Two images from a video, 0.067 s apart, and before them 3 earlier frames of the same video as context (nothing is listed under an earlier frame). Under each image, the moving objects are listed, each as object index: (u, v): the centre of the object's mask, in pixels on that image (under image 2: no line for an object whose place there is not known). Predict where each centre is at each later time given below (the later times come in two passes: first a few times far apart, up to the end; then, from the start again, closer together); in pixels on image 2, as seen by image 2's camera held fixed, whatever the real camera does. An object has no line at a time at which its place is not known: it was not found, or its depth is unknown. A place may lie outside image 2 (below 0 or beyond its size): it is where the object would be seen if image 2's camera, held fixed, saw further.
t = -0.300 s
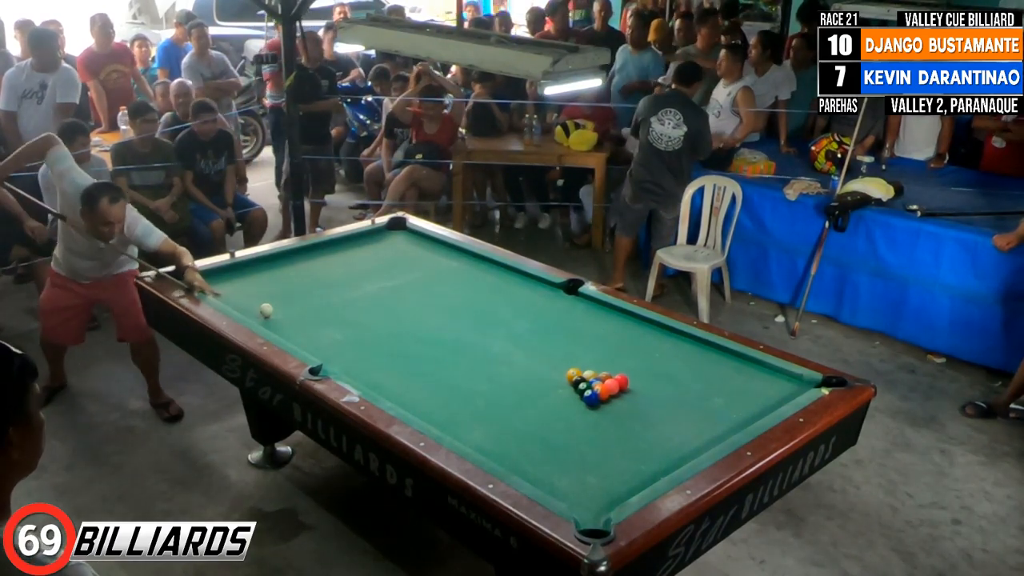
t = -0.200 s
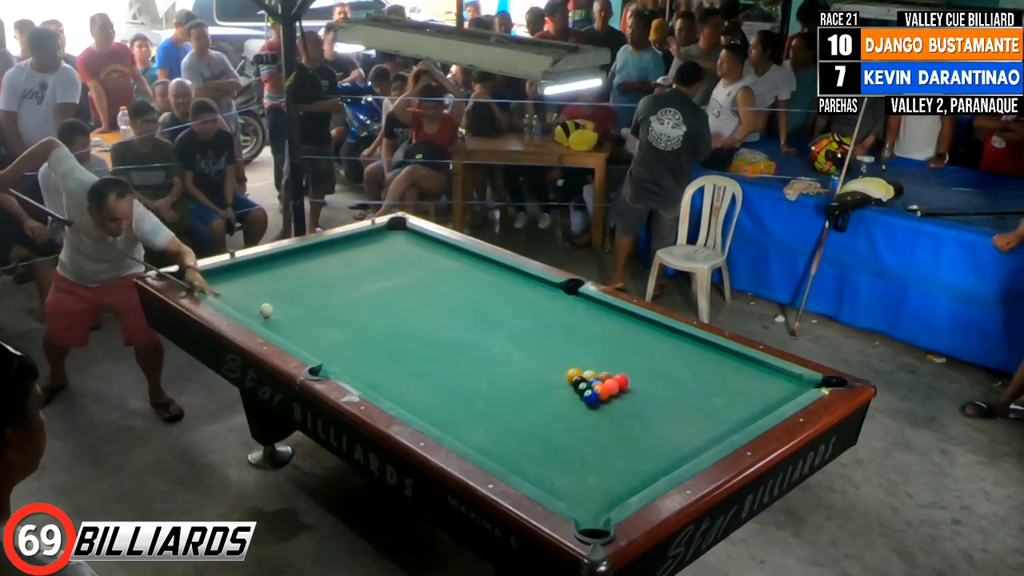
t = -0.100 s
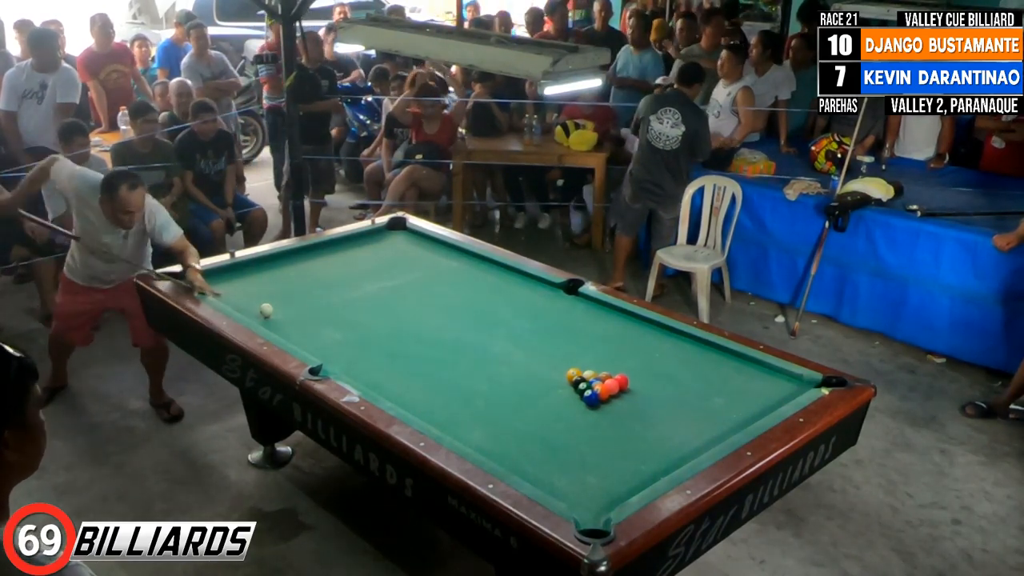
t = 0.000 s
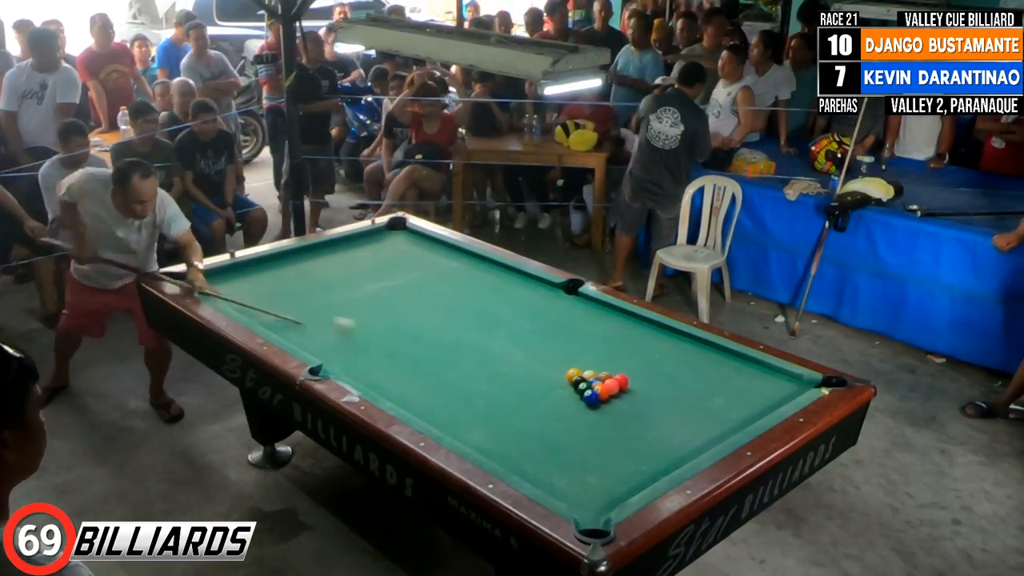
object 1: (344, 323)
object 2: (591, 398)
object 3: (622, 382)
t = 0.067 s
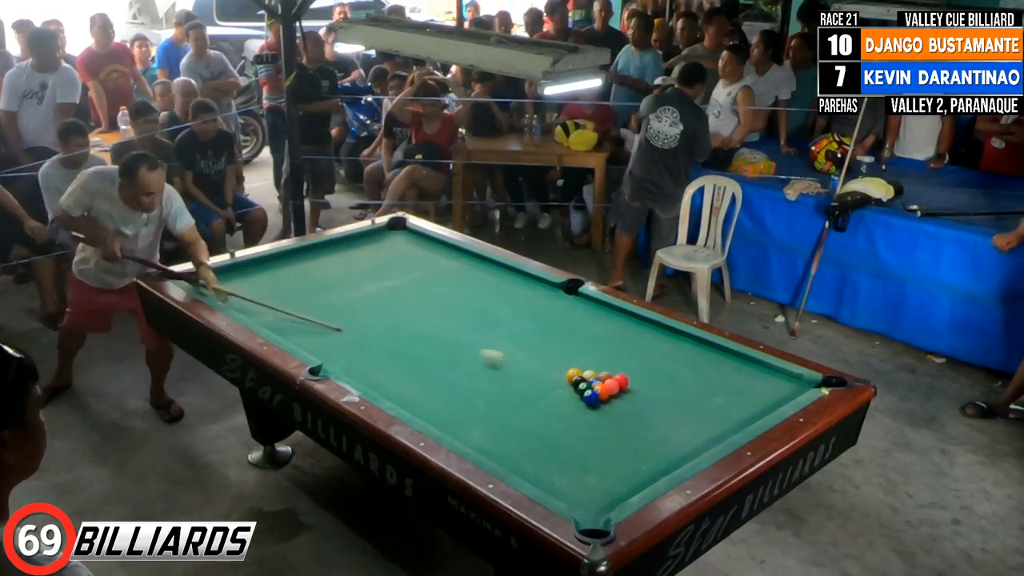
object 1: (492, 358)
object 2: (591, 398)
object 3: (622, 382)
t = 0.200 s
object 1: (544, 356)
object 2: (624, 444)
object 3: (785, 398)
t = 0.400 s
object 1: (524, 350)
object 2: (592, 472)
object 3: (679, 343)
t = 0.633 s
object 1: (514, 340)
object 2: (488, 451)
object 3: (607, 310)
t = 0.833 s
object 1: (507, 332)
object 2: (452, 421)
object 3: (554, 303)
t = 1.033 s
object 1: (483, 329)
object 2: (420, 412)
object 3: (502, 296)
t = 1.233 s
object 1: (460, 326)
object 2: (402, 397)
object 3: (453, 288)
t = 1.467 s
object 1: (432, 323)
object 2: (386, 379)
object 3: (398, 281)
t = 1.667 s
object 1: (410, 321)
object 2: (372, 365)
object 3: (353, 274)
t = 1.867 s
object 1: (389, 319)
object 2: (361, 352)
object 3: (310, 268)
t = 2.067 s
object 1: (369, 317)
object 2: (349, 341)
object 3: (269, 262)
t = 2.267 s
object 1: (350, 315)
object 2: (339, 329)
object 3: (242, 269)
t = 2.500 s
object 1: (328, 309)
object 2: (327, 316)
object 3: (215, 286)
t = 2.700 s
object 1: (310, 306)
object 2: (321, 314)
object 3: (228, 293)
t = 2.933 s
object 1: (290, 299)
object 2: (313, 310)
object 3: (242, 307)
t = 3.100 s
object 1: (277, 295)
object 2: (308, 308)
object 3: (255, 317)
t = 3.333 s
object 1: (260, 288)
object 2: (302, 304)
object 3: (277, 328)
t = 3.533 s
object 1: (245, 284)
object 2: (297, 301)
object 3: (297, 339)
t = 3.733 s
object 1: (231, 279)
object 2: (292, 299)
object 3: (318, 349)
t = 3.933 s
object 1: (219, 275)
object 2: (289, 296)
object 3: (337, 357)
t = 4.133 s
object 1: (209, 272)
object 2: (286, 294)
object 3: (359, 367)
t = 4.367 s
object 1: (213, 276)
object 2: (277, 294)
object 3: (384, 379)
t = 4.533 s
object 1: (216, 278)
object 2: (271, 293)
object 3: (403, 387)
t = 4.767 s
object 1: (220, 282)
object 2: (263, 293)
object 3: (429, 399)
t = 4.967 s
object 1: (223, 285)
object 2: (257, 292)
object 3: (452, 410)
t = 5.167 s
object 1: (225, 288)
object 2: (252, 292)
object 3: (475, 420)
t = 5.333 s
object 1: (227, 289)
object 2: (249, 291)
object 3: (495, 428)
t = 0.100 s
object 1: (559, 372)
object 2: (592, 399)
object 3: (630, 383)
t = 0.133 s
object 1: (554, 363)
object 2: (603, 415)
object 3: (683, 389)
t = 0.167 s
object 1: (549, 358)
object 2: (613, 430)
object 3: (738, 396)
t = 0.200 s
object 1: (544, 356)
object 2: (624, 444)
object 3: (785, 398)
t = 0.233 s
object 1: (539, 359)
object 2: (635, 460)
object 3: (770, 386)
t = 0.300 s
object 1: (531, 354)
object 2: (641, 481)
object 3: (739, 360)
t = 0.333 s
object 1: (528, 353)
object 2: (624, 478)
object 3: (722, 351)
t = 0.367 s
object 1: (526, 351)
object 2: (608, 475)
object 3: (700, 347)
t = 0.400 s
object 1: (524, 350)
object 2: (592, 472)
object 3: (679, 343)
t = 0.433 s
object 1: (522, 349)
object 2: (577, 469)
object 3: (659, 339)
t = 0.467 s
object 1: (521, 347)
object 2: (562, 466)
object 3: (645, 334)
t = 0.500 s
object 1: (520, 346)
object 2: (547, 463)
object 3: (641, 328)
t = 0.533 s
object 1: (518, 344)
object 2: (532, 460)
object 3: (637, 322)
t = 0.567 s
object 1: (517, 343)
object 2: (517, 457)
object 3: (632, 316)
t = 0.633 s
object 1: (514, 340)
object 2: (488, 451)
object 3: (607, 310)
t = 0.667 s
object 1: (513, 338)
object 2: (475, 446)
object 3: (598, 308)
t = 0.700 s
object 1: (512, 337)
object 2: (470, 441)
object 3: (590, 307)
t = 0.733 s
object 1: (510, 336)
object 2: (465, 437)
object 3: (581, 304)
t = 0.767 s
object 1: (509, 334)
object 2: (460, 432)
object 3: (570, 304)
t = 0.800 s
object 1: (508, 333)
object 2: (456, 427)
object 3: (563, 303)
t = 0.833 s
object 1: (507, 332)
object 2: (452, 421)
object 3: (554, 303)
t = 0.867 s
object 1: (506, 331)
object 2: (445, 420)
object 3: (545, 301)
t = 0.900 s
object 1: (501, 330)
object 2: (440, 420)
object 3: (536, 300)
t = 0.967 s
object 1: (492, 330)
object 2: (428, 417)
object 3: (519, 298)
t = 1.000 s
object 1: (488, 329)
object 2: (423, 415)
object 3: (511, 296)
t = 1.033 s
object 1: (483, 329)
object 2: (420, 412)
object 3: (502, 296)
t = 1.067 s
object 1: (480, 328)
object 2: (416, 410)
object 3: (494, 294)
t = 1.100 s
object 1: (475, 328)
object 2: (414, 407)
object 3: (486, 293)
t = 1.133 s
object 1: (471, 327)
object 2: (411, 405)
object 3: (478, 291)
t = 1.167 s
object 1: (467, 327)
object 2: (408, 403)
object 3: (469, 290)
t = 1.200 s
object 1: (463, 327)
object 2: (405, 400)
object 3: (461, 289)
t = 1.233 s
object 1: (460, 326)
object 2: (402, 397)
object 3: (453, 288)
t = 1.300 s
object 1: (452, 325)
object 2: (397, 392)
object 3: (437, 286)
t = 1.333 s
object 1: (448, 325)
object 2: (395, 390)
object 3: (429, 285)
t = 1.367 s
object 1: (444, 325)
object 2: (393, 387)
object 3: (421, 284)
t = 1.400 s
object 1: (440, 324)
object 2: (390, 384)
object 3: (413, 283)
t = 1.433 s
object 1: (436, 324)
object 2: (388, 382)
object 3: (406, 281)
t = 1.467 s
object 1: (432, 323)
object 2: (386, 379)
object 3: (398, 281)
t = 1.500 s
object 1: (429, 323)
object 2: (383, 377)
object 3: (391, 279)
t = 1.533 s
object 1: (425, 323)
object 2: (381, 375)
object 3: (383, 279)
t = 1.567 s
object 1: (421, 323)
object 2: (379, 372)
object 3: (376, 277)
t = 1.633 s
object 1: (414, 322)
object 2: (374, 368)
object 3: (360, 275)
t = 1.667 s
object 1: (410, 321)
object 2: (372, 365)
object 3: (353, 274)
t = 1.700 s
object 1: (407, 321)
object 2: (370, 363)
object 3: (346, 273)
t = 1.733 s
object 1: (403, 321)
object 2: (368, 361)
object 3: (339, 272)
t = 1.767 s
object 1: (400, 320)
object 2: (366, 359)
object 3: (332, 271)
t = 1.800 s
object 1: (396, 320)
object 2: (364, 356)
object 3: (325, 270)
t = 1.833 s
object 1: (393, 319)
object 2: (362, 355)
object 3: (317, 270)
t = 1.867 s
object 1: (389, 319)
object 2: (361, 352)
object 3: (310, 268)
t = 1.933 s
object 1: (382, 319)
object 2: (356, 349)
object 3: (297, 266)
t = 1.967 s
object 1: (379, 318)
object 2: (355, 346)
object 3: (290, 265)
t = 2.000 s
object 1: (375, 318)
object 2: (353, 344)
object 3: (282, 264)
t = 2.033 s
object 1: (372, 317)
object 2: (351, 343)
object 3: (276, 263)
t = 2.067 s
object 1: (369, 317)
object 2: (349, 341)
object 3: (269, 262)
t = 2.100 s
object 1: (366, 317)
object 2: (348, 339)
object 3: (262, 262)
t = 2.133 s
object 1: (362, 317)
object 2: (346, 337)
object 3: (256, 261)
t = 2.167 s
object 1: (359, 316)
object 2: (344, 335)
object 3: (252, 263)
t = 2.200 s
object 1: (356, 316)
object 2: (342, 333)
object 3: (249, 265)
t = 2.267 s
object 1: (350, 315)
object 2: (339, 329)
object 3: (242, 269)
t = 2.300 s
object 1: (347, 314)
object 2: (338, 328)
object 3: (238, 272)
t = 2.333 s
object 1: (345, 312)
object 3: (235, 274)
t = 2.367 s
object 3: (231, 276)
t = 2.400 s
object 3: (227, 279)
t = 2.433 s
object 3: (223, 281)
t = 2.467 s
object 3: (219, 283)
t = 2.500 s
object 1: (328, 309)
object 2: (327, 316)
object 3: (215, 286)
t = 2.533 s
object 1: (324, 308)
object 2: (328, 317)
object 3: (212, 288)
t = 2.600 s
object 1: (319, 307)
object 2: (325, 316)
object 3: (212, 291)
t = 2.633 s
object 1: (315, 307)
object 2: (324, 315)
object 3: (217, 292)
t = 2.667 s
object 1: (313, 306)
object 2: (322, 315)
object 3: (222, 293)
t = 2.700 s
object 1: (310, 306)
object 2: (321, 314)
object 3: (228, 293)
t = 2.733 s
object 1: (307, 305)
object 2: (320, 314)
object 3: (229, 296)
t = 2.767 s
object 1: (304, 304)
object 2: (319, 313)
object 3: (230, 298)
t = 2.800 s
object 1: (301, 303)
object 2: (318, 313)
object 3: (233, 300)
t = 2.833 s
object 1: (298, 302)
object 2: (317, 312)
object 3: (235, 302)
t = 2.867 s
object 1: (296, 301)
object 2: (316, 311)
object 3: (237, 304)
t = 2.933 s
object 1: (290, 299)
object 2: (313, 310)
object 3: (242, 307)
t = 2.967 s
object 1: (287, 298)
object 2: (313, 310)
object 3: (244, 309)
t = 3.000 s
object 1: (285, 297)
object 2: (312, 309)
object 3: (247, 311)
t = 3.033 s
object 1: (282, 296)
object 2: (310, 308)
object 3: (249, 313)
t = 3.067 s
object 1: (279, 295)
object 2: (309, 308)
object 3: (252, 315)
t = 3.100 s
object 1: (277, 295)
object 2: (308, 308)
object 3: (255, 317)
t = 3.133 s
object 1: (274, 294)
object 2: (307, 307)
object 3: (257, 318)
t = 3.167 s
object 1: (272, 293)
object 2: (307, 306)
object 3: (261, 320)
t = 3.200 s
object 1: (269, 292)
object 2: (306, 306)
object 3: (263, 322)
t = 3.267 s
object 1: (264, 290)
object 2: (304, 305)
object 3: (271, 325)
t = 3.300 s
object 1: (262, 289)
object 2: (303, 305)
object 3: (273, 326)
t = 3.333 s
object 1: (260, 288)
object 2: (302, 304)
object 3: (277, 328)
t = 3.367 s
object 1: (257, 287)
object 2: (301, 304)
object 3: (280, 330)
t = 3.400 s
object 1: (255, 286)
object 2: (300, 303)
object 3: (284, 332)
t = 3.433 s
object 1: (252, 285)
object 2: (299, 303)
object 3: (287, 334)
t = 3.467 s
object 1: (249, 284)
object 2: (299, 302)
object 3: (290, 335)
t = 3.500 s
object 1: (248, 284)
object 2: (297, 301)
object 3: (293, 337)
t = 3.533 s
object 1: (245, 284)
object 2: (297, 301)
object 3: (297, 339)
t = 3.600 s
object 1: (240, 282)
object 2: (295, 300)
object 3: (304, 342)
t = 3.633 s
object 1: (238, 281)
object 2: (295, 300)
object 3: (307, 344)
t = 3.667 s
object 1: (236, 280)
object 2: (294, 299)
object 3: (310, 345)
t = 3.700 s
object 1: (233, 280)
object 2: (293, 299)
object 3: (314, 347)
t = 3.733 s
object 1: (231, 279)
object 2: (292, 299)
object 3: (318, 349)
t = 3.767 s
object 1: (229, 278)
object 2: (292, 298)
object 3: (321, 350)
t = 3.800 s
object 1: (227, 277)
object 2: (291, 298)
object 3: (325, 352)
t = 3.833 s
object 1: (225, 277)
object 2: (290, 298)
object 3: (328, 354)
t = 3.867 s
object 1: (223, 276)
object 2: (290, 297)
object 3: (331, 355)
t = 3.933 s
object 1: (219, 275)
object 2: (289, 296)
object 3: (337, 357)
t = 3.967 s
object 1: (218, 275)
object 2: (288, 296)
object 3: (341, 359)
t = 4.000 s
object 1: (215, 274)
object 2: (288, 296)
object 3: (344, 361)
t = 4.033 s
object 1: (213, 273)
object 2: (287, 295)
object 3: (347, 362)
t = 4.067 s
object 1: (212, 273)
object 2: (287, 295)
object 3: (351, 364)
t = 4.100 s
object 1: (210, 272)
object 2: (286, 295)
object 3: (354, 365)
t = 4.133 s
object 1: (209, 272)
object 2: (286, 294)
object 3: (359, 367)
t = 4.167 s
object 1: (210, 273)
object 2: (284, 294)
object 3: (362, 369)
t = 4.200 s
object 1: (210, 273)
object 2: (283, 294)
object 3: (365, 371)
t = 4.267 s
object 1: (211, 274)
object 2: (280, 294)
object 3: (373, 374)
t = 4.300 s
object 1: (212, 275)
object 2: (279, 294)
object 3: (377, 375)
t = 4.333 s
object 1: (213, 275)
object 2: (278, 294)
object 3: (380, 377)
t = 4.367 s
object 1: (213, 276)
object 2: (277, 294)
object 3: (384, 379)
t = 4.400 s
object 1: (214, 276)
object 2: (275, 294)
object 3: (388, 381)
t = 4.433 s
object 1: (214, 277)
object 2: (274, 293)
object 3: (391, 382)
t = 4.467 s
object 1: (215, 278)
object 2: (273, 293)
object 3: (395, 384)
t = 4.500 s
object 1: (215, 278)
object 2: (272, 293)
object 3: (399, 386)
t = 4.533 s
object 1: (216, 278)
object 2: (271, 293)
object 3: (403, 387)
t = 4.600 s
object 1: (217, 280)
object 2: (268, 293)
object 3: (410, 390)
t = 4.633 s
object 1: (218, 280)
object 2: (267, 293)
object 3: (414, 392)
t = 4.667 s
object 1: (218, 281)
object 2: (266, 293)
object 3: (417, 394)
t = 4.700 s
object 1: (219, 281)
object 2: (265, 293)
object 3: (421, 396)
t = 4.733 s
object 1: (219, 282)
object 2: (264, 293)
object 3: (425, 397)
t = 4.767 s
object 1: (220, 282)
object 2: (263, 293)
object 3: (429, 399)
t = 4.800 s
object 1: (220, 282)
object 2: (262, 293)
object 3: (433, 401)
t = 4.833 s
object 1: (220, 283)
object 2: (261, 293)
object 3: (436, 403)
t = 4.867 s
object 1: (221, 283)
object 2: (260, 293)
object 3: (440, 404)
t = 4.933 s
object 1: (222, 284)
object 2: (258, 292)
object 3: (448, 408)
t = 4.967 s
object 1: (223, 285)
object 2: (257, 292)
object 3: (452, 410)
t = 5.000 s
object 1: (223, 285)
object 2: (257, 292)
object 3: (456, 411)
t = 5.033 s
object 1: (223, 286)
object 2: (256, 292)
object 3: (460, 413)
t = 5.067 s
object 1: (224, 286)
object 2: (255, 292)
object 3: (463, 415)
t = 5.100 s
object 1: (224, 287)
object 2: (254, 292)
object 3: (467, 416)
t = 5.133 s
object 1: (224, 287)
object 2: (253, 292)
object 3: (471, 418)
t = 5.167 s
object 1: (225, 288)
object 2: (252, 292)
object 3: (475, 420)
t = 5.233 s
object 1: (226, 289)
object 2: (251, 291)
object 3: (483, 423)
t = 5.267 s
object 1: (226, 289)
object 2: (250, 292)
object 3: (487, 425)
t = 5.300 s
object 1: (227, 289)
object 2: (249, 291)
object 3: (491, 426)
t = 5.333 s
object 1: (227, 289)
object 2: (249, 291)
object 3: (495, 428)
